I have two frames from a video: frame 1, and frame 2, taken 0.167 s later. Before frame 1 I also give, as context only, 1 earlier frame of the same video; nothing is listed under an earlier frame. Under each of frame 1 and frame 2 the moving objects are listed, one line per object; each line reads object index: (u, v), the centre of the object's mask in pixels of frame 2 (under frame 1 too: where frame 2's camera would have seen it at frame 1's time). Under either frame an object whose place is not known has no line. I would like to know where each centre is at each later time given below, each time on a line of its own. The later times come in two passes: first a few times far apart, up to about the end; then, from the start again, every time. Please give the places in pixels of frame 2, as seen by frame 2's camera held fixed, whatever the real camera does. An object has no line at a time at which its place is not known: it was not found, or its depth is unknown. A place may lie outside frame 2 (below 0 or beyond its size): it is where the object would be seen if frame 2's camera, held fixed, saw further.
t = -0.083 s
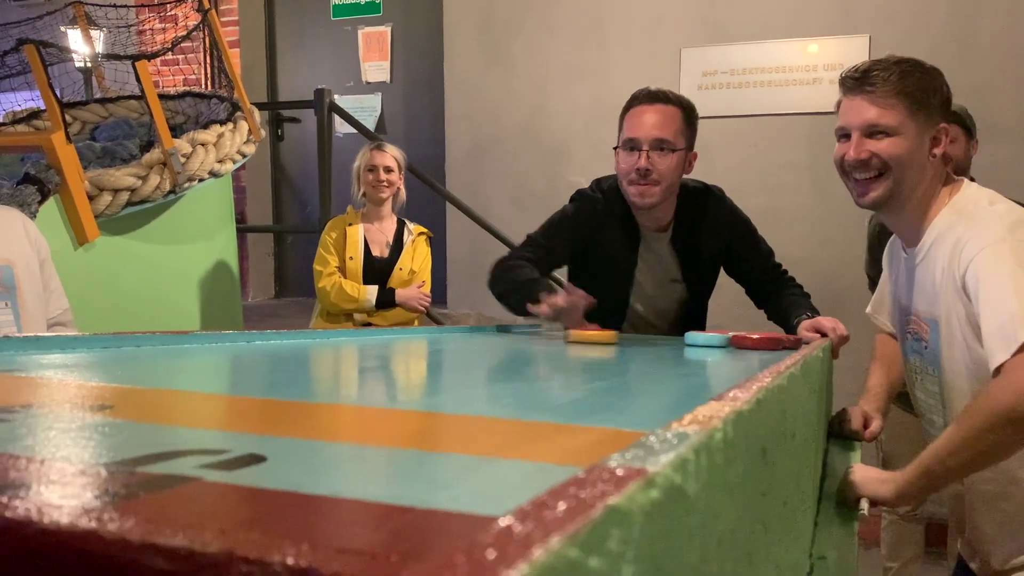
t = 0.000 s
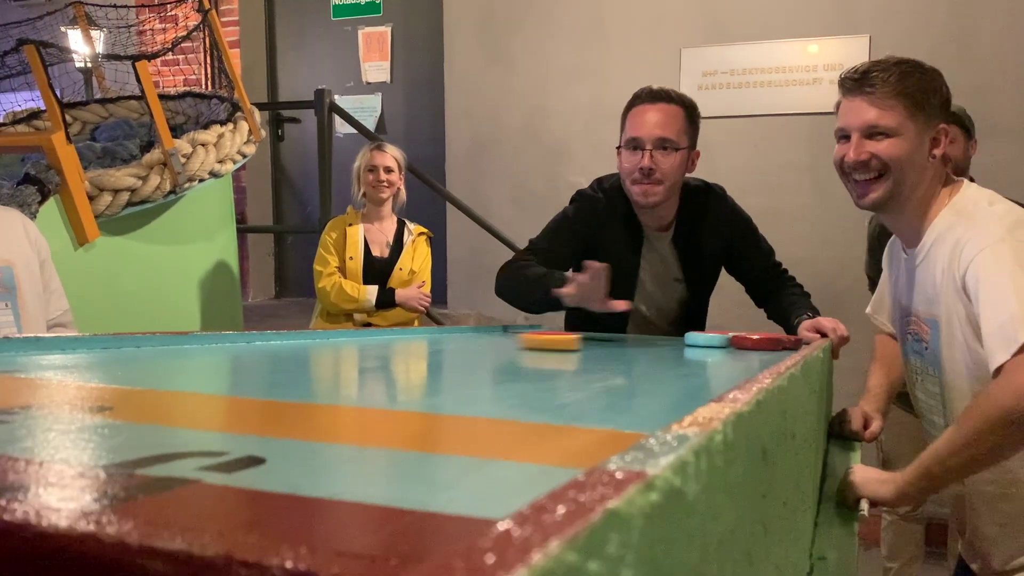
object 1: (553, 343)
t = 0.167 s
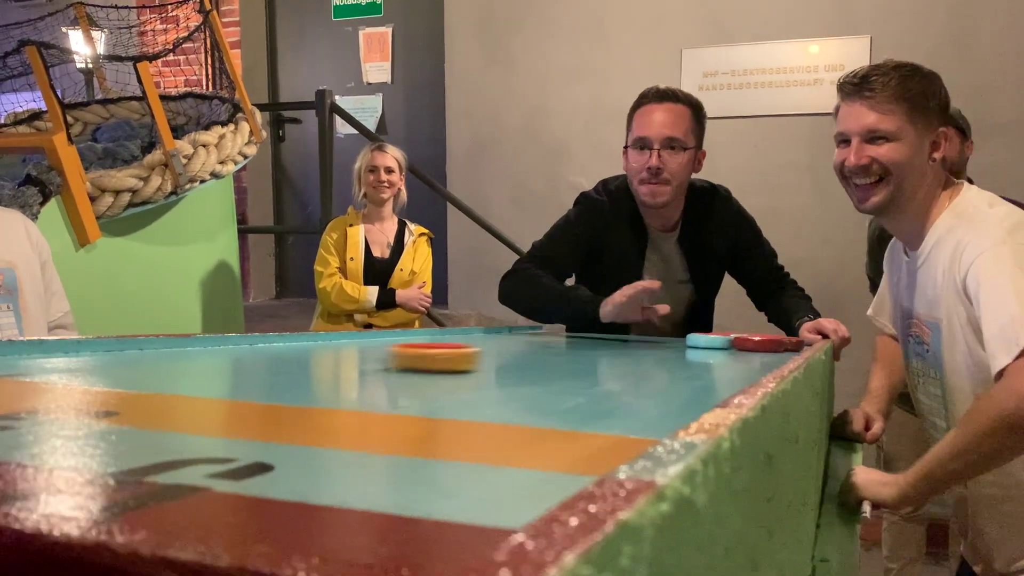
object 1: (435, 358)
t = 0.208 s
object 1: (397, 362)
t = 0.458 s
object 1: (132, 396)
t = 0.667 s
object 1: (77, 404)
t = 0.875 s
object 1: (74, 404)
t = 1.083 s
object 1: (74, 404)
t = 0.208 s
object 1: (397, 362)
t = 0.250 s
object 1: (354, 367)
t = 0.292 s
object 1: (309, 373)
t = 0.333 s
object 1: (263, 379)
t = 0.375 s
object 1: (215, 385)
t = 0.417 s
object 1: (172, 392)
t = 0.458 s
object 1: (132, 396)
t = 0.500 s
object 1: (99, 400)
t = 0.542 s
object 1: (83, 403)
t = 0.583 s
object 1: (78, 404)
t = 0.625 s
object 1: (77, 404)
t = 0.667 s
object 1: (77, 404)
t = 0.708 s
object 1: (77, 404)
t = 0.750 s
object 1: (77, 405)
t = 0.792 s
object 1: (76, 405)
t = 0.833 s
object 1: (75, 405)
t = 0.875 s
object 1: (74, 404)
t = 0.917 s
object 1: (74, 404)
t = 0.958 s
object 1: (74, 404)
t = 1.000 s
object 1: (74, 404)
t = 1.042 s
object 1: (74, 404)
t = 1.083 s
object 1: (74, 404)
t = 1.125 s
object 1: (73, 404)
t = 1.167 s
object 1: (73, 405)
